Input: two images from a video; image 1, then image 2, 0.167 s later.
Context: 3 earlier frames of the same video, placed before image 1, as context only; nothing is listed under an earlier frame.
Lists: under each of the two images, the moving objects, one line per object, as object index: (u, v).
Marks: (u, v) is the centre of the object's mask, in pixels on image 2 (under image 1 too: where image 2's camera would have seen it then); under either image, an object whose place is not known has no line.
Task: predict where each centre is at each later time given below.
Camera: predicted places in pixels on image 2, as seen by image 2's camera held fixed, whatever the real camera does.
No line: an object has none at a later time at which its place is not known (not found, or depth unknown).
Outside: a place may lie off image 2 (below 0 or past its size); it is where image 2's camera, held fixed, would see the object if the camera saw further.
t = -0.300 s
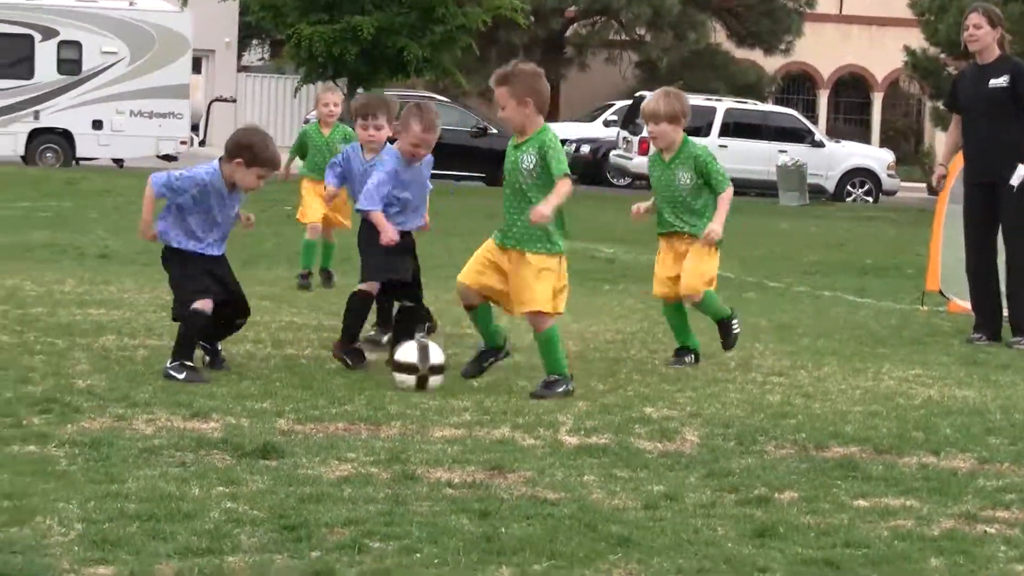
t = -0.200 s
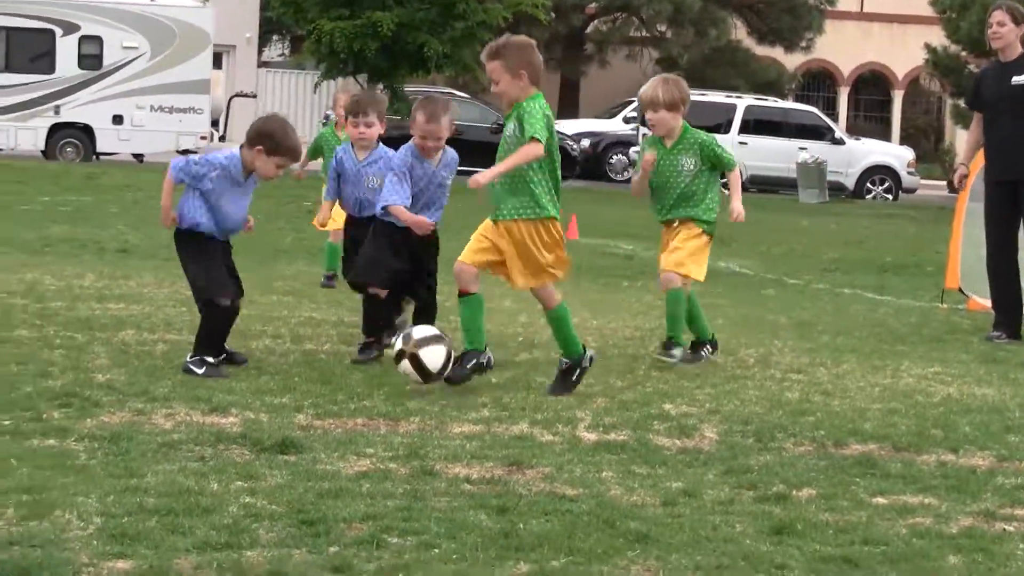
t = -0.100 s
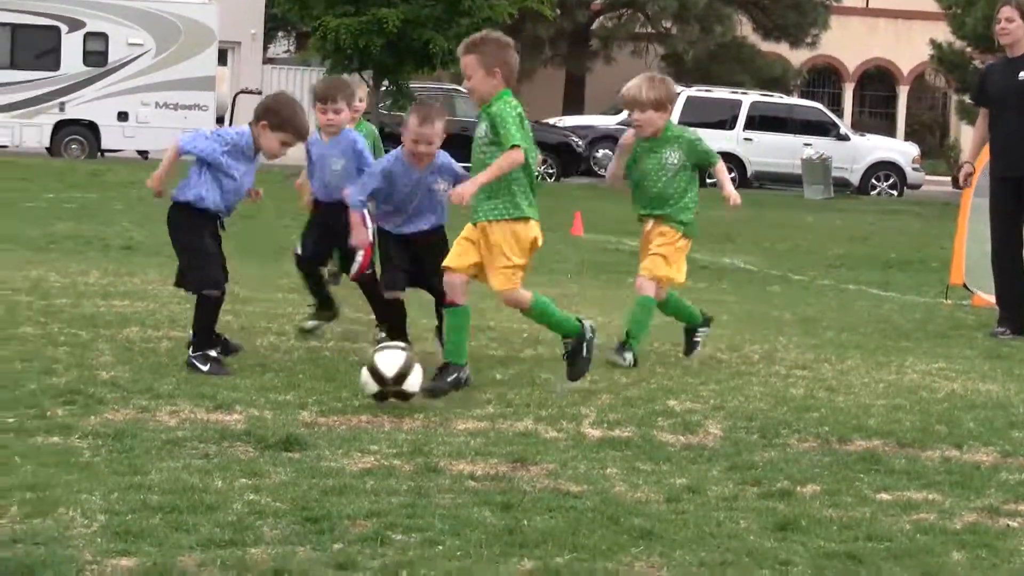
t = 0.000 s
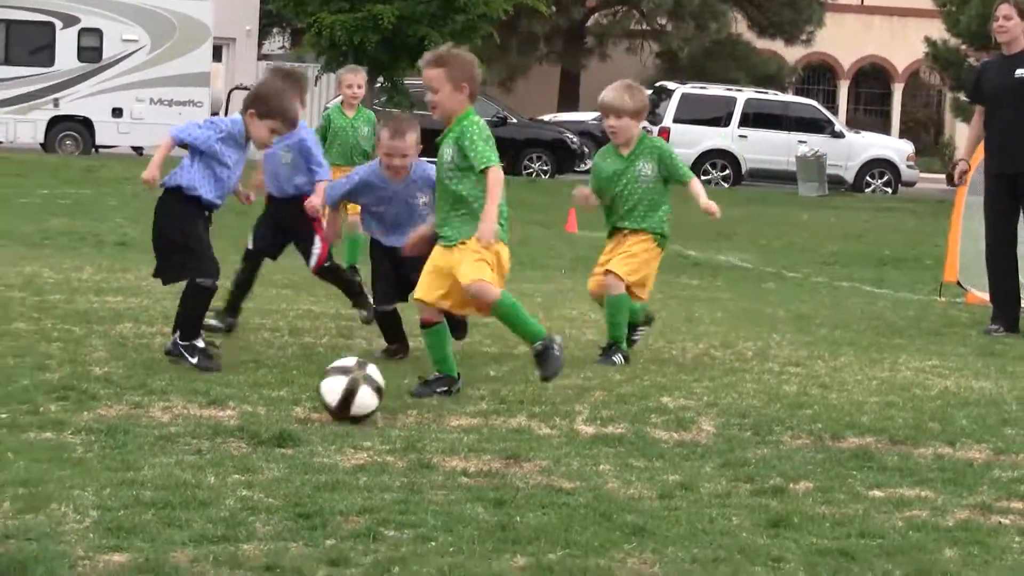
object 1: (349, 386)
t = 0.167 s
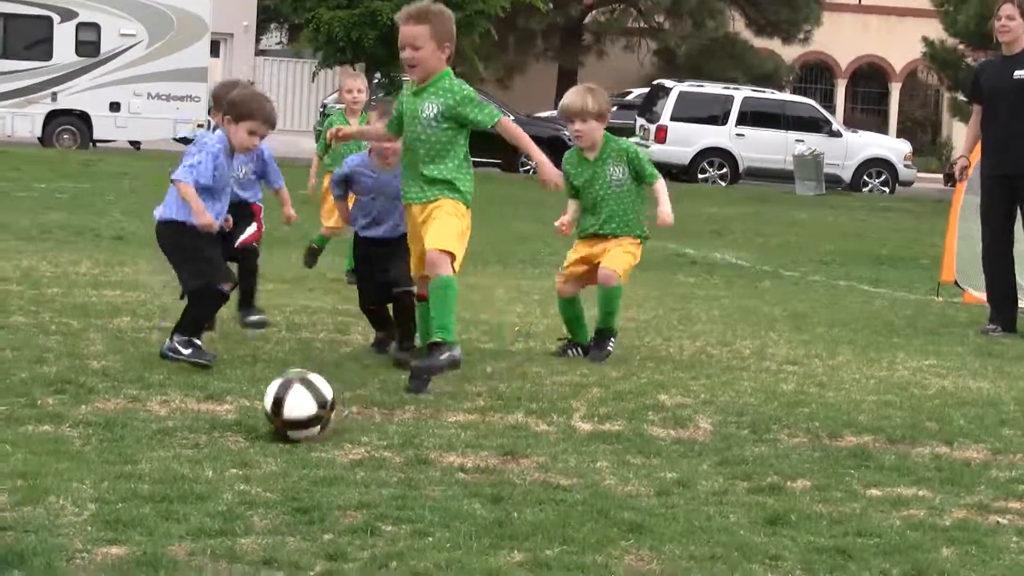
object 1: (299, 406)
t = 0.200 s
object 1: (291, 406)
